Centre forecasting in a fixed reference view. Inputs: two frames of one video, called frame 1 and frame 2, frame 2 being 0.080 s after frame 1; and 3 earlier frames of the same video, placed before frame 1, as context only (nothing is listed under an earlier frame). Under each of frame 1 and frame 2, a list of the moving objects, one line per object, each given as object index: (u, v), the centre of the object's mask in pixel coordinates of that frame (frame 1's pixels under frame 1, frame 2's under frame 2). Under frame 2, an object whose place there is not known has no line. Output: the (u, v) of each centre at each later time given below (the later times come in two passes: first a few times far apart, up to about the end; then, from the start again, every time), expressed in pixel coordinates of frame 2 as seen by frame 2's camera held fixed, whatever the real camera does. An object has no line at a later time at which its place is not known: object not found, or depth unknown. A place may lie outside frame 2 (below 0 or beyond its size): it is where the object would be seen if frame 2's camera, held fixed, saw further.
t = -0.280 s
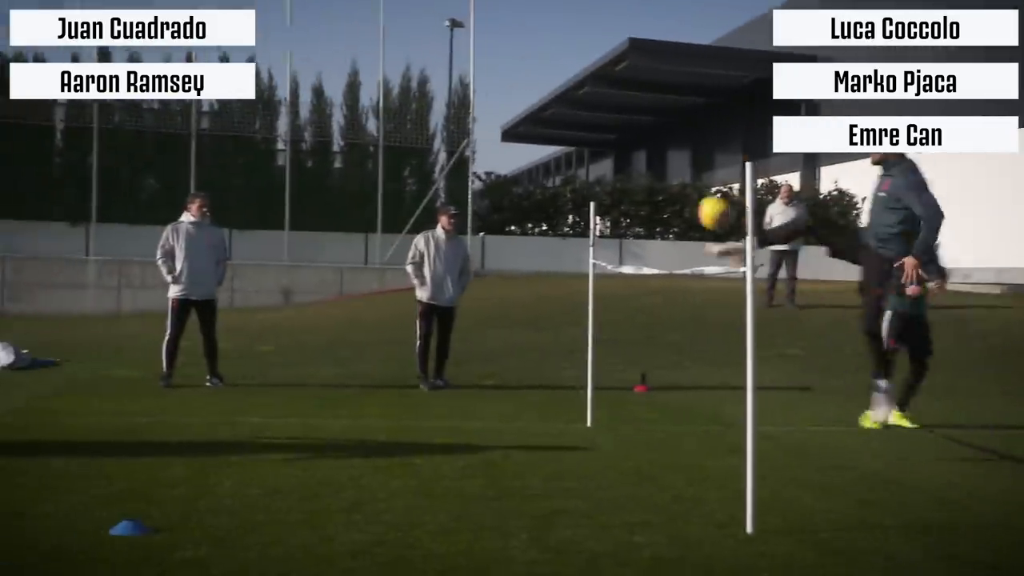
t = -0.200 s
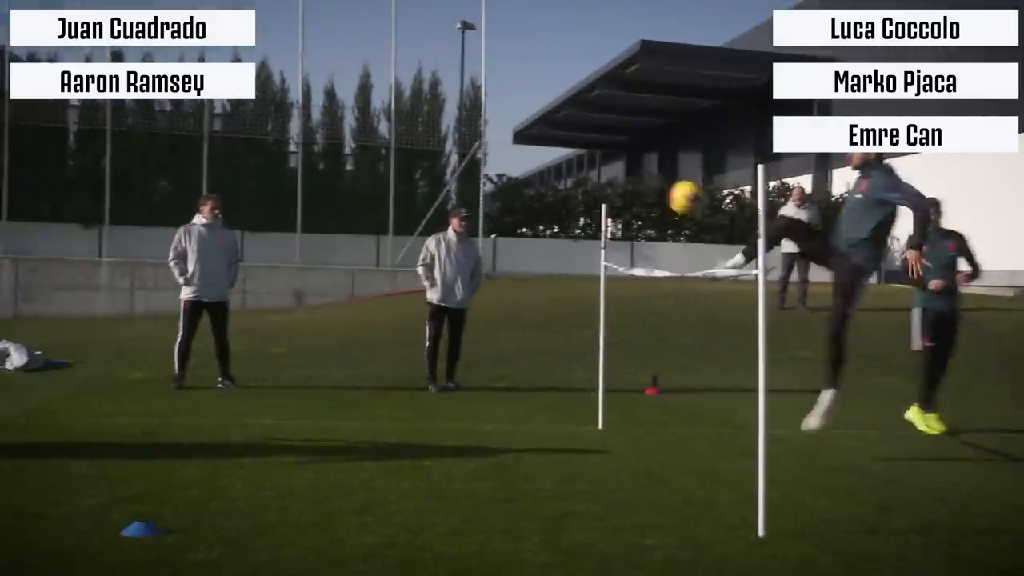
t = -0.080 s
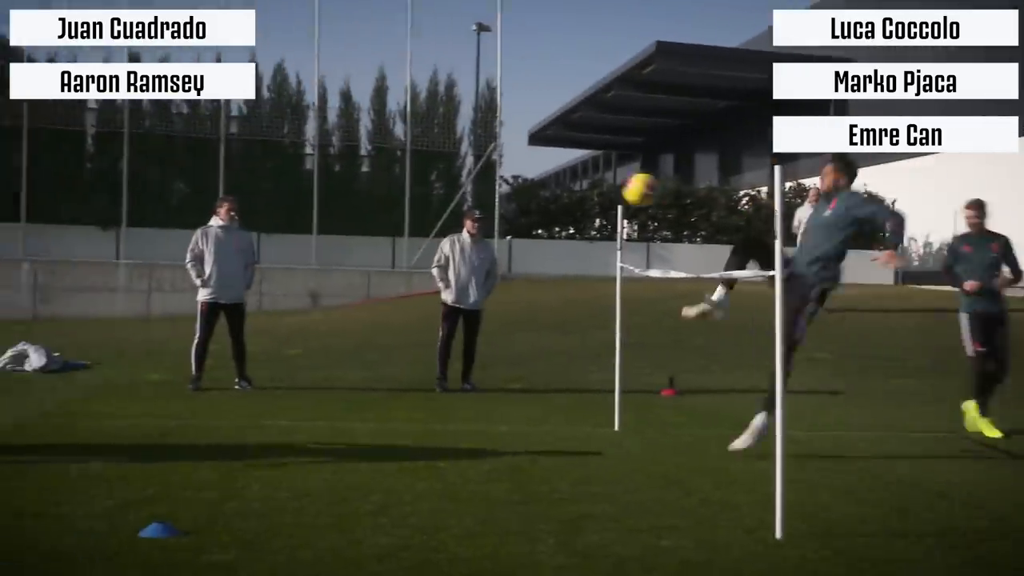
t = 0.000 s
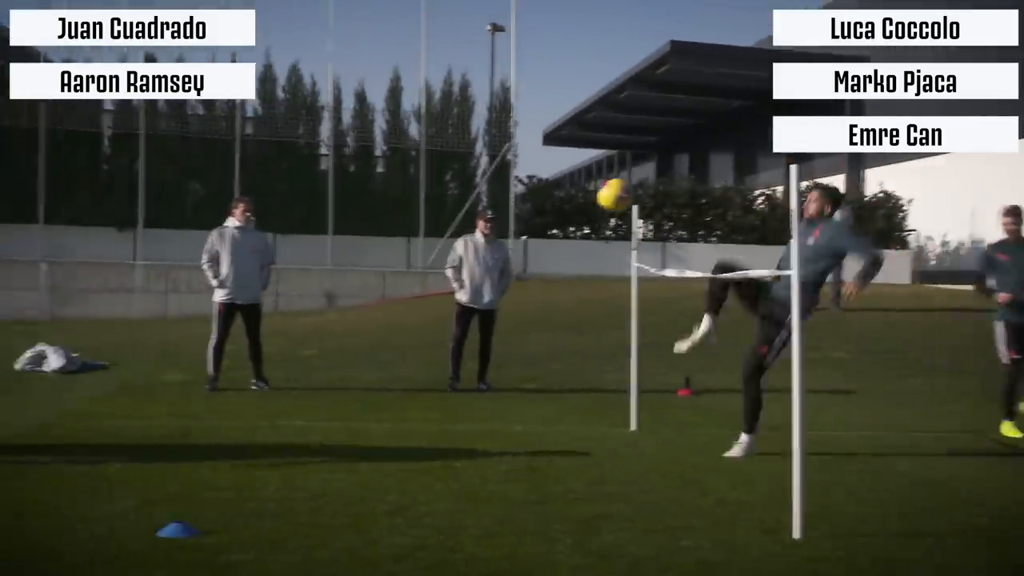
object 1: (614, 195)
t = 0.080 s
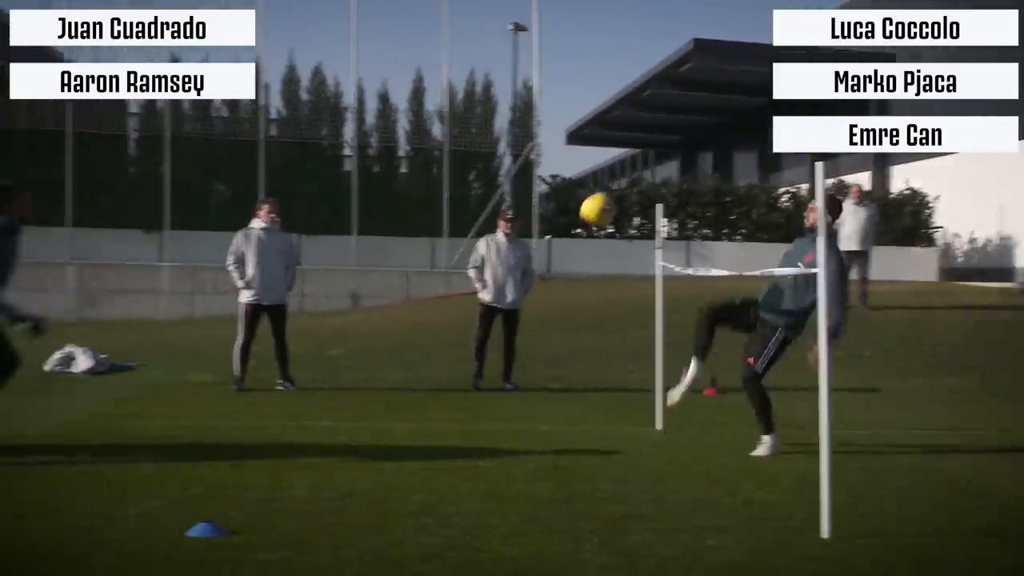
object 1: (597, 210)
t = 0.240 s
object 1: (512, 271)
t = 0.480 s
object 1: (388, 434)
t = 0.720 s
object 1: (343, 337)
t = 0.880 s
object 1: (308, 320)
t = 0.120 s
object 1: (576, 222)
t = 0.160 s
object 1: (556, 235)
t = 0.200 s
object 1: (534, 252)
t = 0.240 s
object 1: (512, 271)
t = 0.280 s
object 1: (491, 294)
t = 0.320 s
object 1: (470, 319)
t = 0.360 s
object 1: (447, 343)
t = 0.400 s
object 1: (427, 372)
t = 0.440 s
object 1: (408, 404)
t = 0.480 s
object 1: (388, 434)
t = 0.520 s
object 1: (379, 415)
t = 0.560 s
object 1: (373, 395)
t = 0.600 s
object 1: (365, 376)
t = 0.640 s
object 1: (358, 361)
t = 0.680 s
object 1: (349, 349)
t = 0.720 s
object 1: (343, 337)
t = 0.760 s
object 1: (335, 330)
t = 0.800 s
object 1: (325, 323)
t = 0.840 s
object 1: (317, 320)
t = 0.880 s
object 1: (308, 320)
